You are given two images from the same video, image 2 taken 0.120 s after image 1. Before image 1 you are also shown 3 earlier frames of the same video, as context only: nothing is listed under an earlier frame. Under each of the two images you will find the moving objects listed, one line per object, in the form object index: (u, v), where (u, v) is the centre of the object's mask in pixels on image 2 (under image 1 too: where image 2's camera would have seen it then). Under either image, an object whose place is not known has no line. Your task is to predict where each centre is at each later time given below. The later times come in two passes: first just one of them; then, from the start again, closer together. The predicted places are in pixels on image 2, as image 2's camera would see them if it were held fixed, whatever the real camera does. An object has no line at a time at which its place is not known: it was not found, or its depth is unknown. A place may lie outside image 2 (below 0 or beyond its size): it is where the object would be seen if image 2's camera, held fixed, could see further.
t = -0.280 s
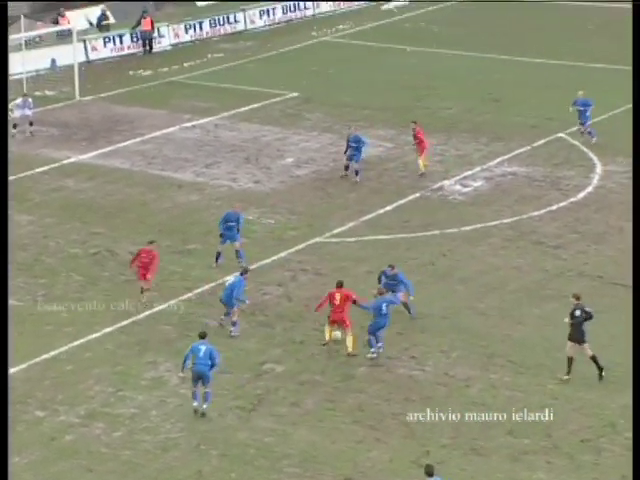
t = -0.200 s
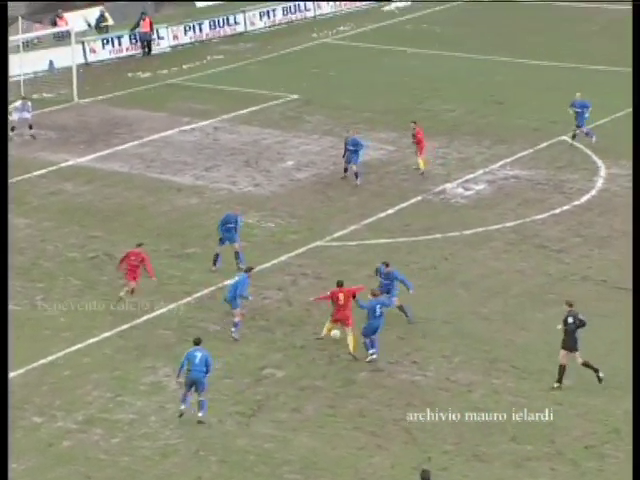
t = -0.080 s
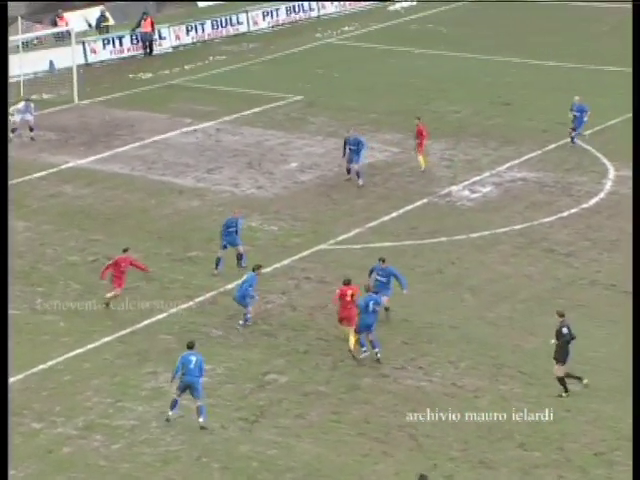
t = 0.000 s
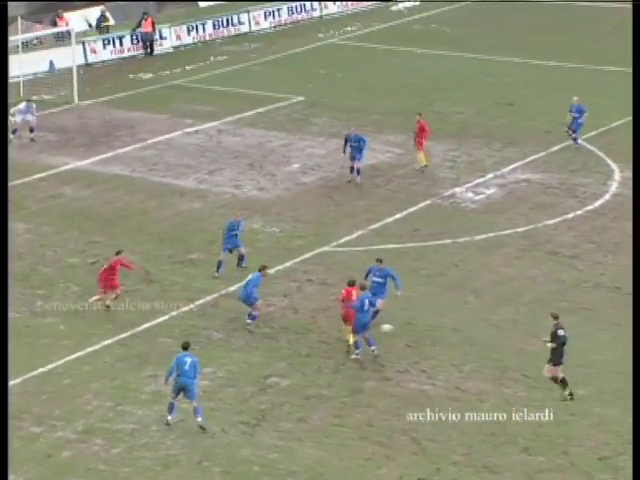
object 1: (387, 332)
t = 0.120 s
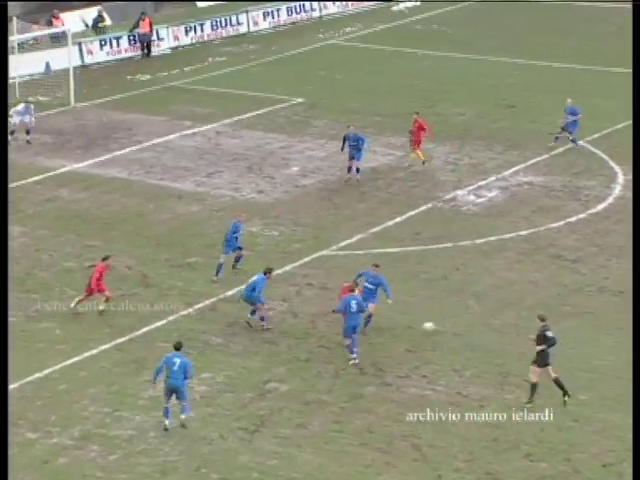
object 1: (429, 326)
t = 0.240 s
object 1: (467, 320)
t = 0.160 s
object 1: (441, 324)
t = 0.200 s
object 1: (454, 322)
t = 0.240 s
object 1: (467, 320)
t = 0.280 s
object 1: (478, 319)
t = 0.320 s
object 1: (489, 315)
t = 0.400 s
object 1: (510, 312)
